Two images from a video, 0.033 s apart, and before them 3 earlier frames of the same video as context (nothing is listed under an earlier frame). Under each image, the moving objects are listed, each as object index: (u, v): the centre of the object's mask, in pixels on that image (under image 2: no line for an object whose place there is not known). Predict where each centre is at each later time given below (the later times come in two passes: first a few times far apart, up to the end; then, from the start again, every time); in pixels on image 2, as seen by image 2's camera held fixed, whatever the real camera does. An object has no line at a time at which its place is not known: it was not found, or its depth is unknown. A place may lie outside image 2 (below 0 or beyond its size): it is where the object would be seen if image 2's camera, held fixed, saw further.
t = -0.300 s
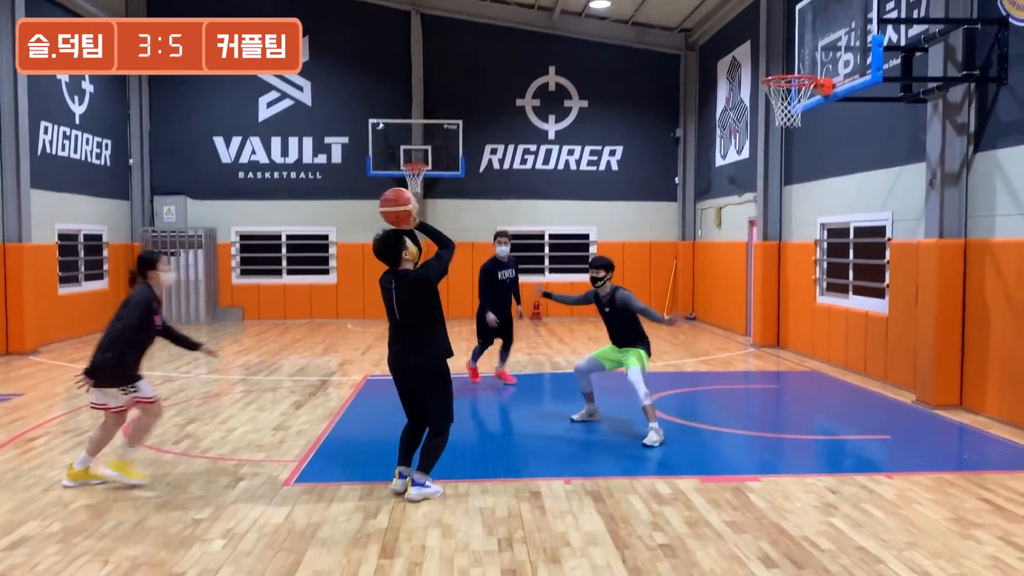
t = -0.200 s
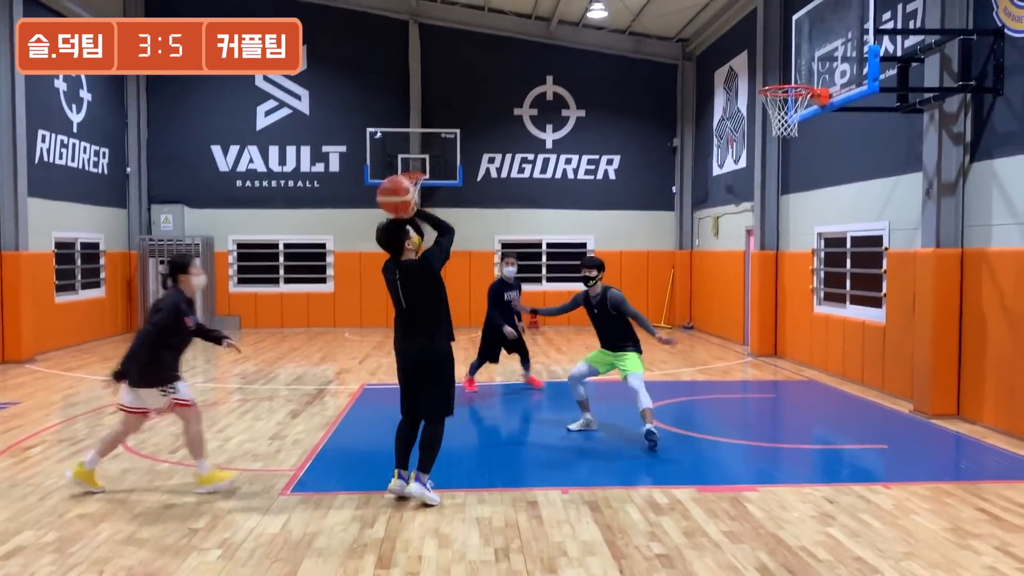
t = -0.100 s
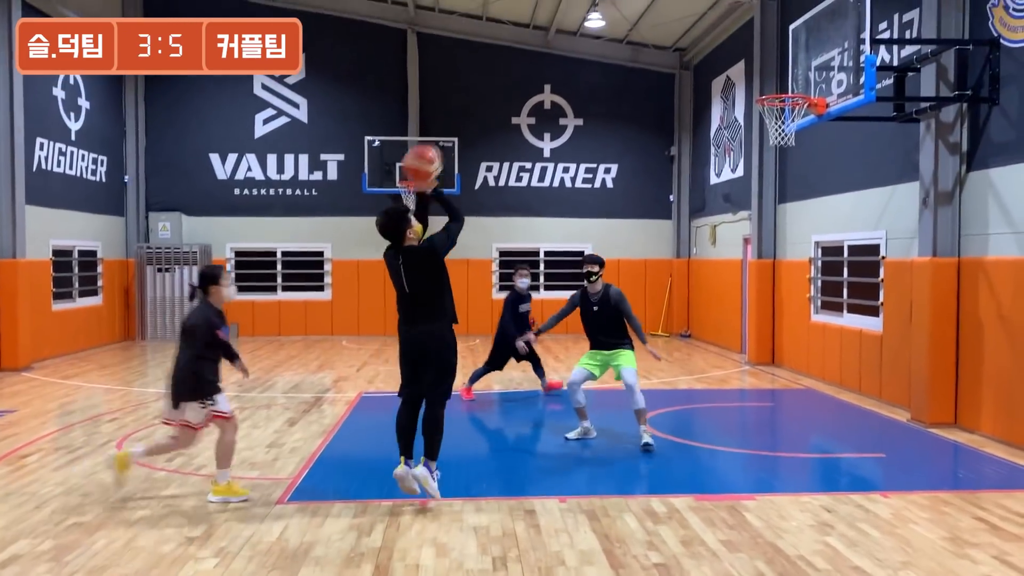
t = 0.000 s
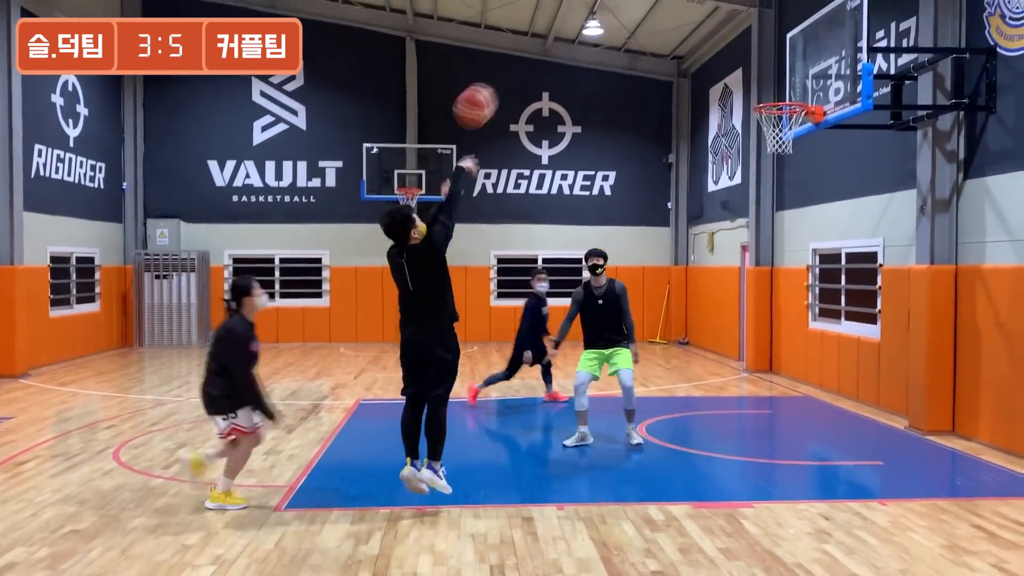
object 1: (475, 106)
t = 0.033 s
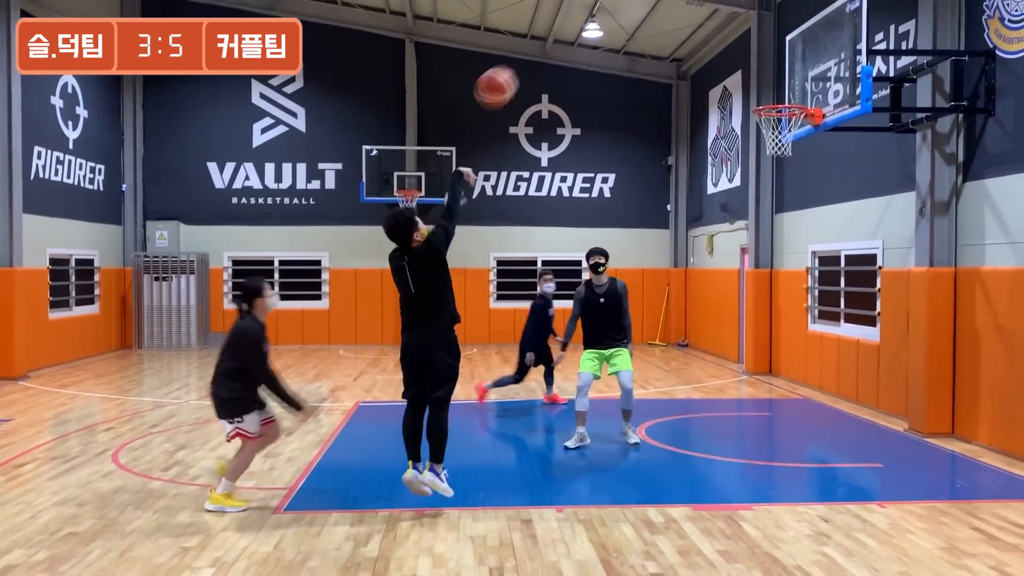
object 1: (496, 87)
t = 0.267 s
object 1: (626, 2)
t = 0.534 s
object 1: (742, 2)
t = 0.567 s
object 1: (755, 7)
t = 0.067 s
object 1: (516, 69)
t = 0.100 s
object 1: (536, 53)
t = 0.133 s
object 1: (556, 39)
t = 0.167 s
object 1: (573, 27)
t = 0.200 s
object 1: (592, 17)
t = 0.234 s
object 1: (609, 10)
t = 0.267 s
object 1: (626, 2)
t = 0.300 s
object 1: (642, -2)
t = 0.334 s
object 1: (657, -4)
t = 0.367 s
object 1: (672, -6)
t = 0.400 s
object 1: (688, -7)
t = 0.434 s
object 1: (701, -7)
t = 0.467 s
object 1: (715, -5)
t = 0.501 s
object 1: (729, -2)
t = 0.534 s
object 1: (742, 2)
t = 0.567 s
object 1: (755, 7)
